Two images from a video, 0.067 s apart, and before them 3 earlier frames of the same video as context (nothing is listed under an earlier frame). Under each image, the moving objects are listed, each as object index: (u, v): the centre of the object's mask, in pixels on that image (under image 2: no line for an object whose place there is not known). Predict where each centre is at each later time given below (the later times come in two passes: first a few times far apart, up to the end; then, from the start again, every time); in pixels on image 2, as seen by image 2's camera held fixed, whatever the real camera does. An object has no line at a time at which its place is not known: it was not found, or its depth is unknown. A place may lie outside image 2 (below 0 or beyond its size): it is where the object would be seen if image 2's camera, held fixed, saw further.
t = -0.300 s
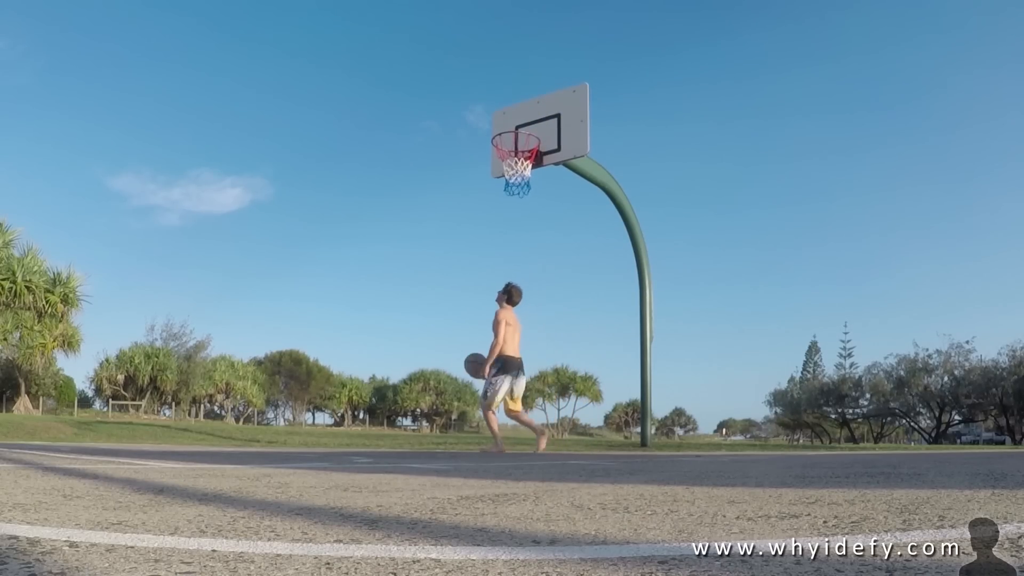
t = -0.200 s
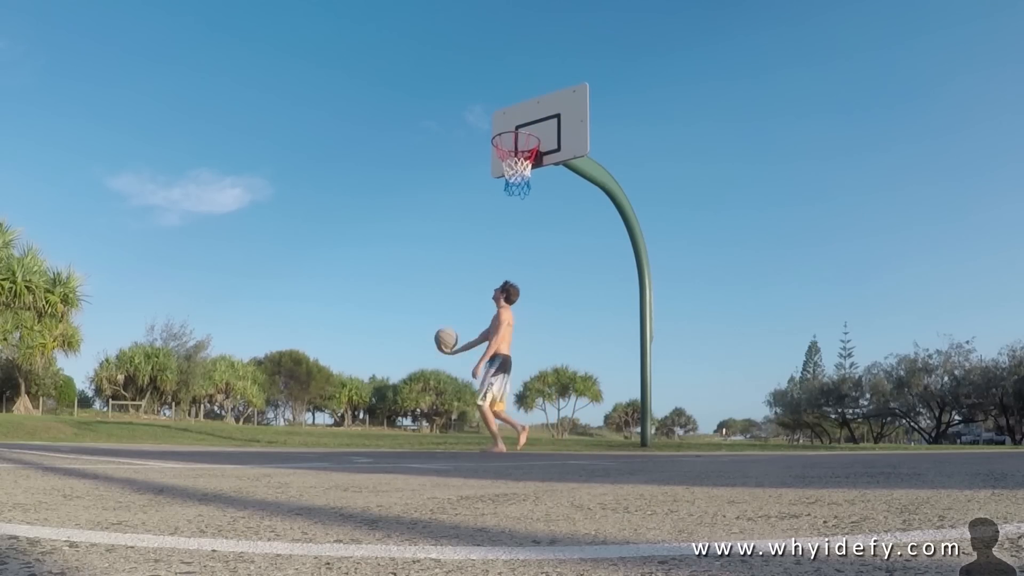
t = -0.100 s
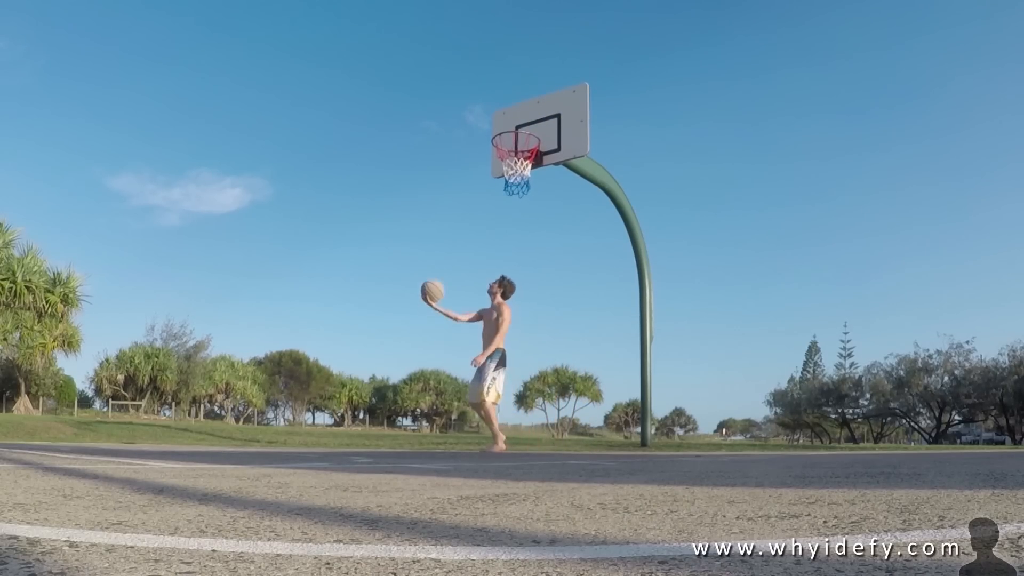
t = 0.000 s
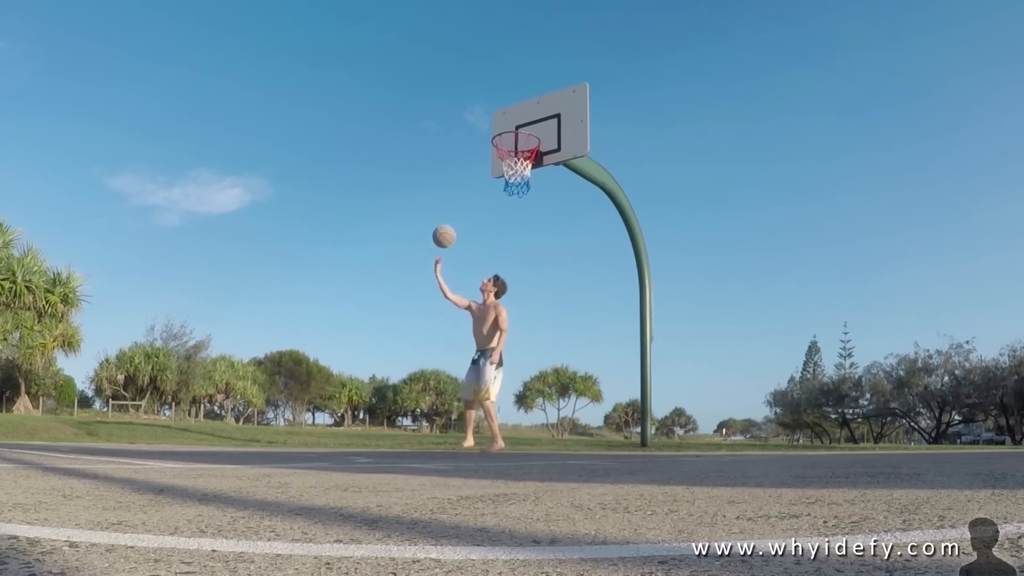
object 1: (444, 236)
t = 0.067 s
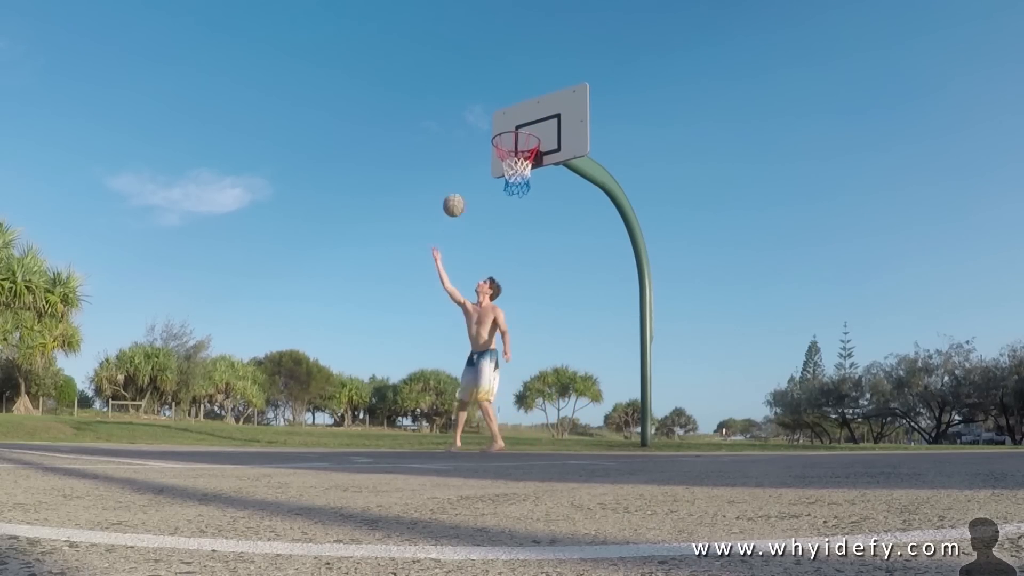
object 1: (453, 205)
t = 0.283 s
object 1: (483, 135)
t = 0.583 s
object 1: (512, 108)
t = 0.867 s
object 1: (520, 149)
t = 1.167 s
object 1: (512, 212)
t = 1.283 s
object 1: (509, 258)
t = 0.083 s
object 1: (456, 199)
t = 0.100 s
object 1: (458, 192)
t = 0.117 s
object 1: (461, 185)
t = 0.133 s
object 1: (463, 179)
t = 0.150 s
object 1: (466, 173)
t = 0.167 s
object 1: (468, 168)
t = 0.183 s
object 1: (470, 163)
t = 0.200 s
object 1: (473, 157)
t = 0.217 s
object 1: (475, 153)
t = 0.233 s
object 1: (477, 148)
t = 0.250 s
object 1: (479, 144)
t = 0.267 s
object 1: (481, 140)
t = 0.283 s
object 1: (483, 135)
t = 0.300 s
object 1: (486, 132)
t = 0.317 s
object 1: (488, 129)
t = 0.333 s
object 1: (490, 126)
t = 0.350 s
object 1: (492, 123)
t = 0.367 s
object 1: (495, 121)
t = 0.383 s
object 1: (497, 119)
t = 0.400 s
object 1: (499, 117)
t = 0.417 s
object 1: (501, 115)
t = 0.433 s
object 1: (503, 114)
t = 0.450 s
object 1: (505, 112)
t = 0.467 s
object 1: (507, 111)
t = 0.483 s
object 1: (509, 110)
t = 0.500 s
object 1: (509, 109)
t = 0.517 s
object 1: (510, 109)
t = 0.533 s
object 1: (510, 108)
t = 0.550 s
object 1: (511, 108)
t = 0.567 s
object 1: (511, 108)
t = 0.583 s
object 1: (512, 108)
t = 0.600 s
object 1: (512, 109)
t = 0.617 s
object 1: (513, 109)
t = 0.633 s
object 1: (513, 110)
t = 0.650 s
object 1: (513, 111)
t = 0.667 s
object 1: (514, 113)
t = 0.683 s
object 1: (514, 114)
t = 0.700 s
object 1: (515, 116)
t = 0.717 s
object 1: (515, 118)
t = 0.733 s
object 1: (516, 121)
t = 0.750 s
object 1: (516, 123)
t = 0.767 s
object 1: (517, 126)
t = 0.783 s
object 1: (517, 130)
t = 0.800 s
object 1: (518, 133)
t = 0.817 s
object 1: (518, 137)
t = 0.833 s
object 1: (519, 141)
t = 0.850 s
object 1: (519, 145)
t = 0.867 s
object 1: (520, 149)
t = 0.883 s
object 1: (519, 153)
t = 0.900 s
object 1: (519, 152)
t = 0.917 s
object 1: (520, 159)
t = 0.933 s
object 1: (521, 161)
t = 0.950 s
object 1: (517, 166)
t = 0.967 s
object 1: (516, 168)
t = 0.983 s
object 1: (518, 169)
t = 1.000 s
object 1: (517, 171)
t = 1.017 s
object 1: (517, 173)
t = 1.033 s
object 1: (516, 176)
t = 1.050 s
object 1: (516, 180)
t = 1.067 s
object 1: (515, 184)
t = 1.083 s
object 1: (515, 188)
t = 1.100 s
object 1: (514, 192)
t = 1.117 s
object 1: (514, 197)
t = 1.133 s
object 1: (513, 201)
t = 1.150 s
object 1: (513, 206)
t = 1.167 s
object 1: (512, 212)
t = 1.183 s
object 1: (512, 217)
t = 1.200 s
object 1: (511, 224)
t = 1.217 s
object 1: (511, 230)
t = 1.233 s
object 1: (510, 237)
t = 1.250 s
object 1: (509, 243)
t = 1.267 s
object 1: (509, 250)
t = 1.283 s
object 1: (509, 258)
